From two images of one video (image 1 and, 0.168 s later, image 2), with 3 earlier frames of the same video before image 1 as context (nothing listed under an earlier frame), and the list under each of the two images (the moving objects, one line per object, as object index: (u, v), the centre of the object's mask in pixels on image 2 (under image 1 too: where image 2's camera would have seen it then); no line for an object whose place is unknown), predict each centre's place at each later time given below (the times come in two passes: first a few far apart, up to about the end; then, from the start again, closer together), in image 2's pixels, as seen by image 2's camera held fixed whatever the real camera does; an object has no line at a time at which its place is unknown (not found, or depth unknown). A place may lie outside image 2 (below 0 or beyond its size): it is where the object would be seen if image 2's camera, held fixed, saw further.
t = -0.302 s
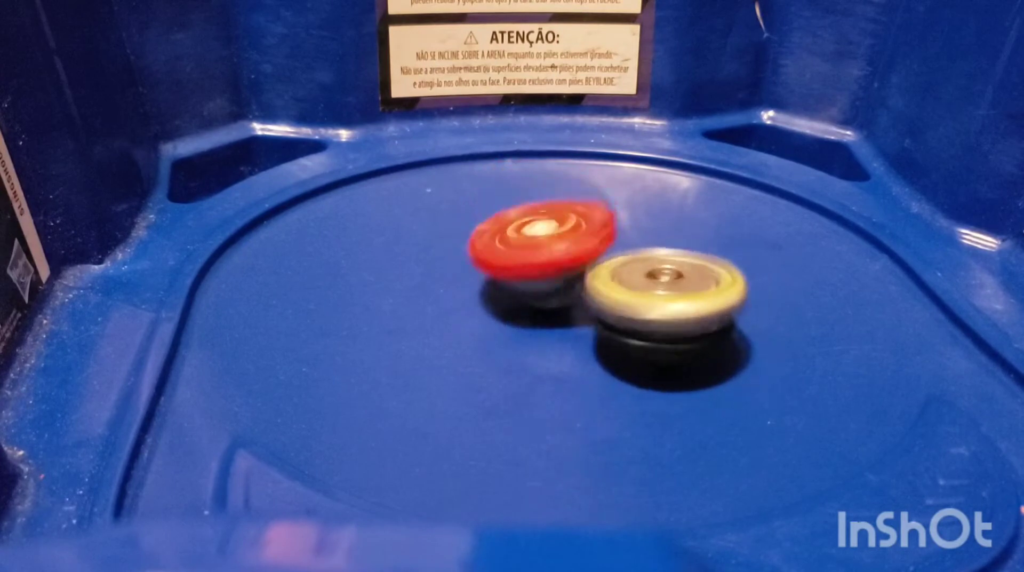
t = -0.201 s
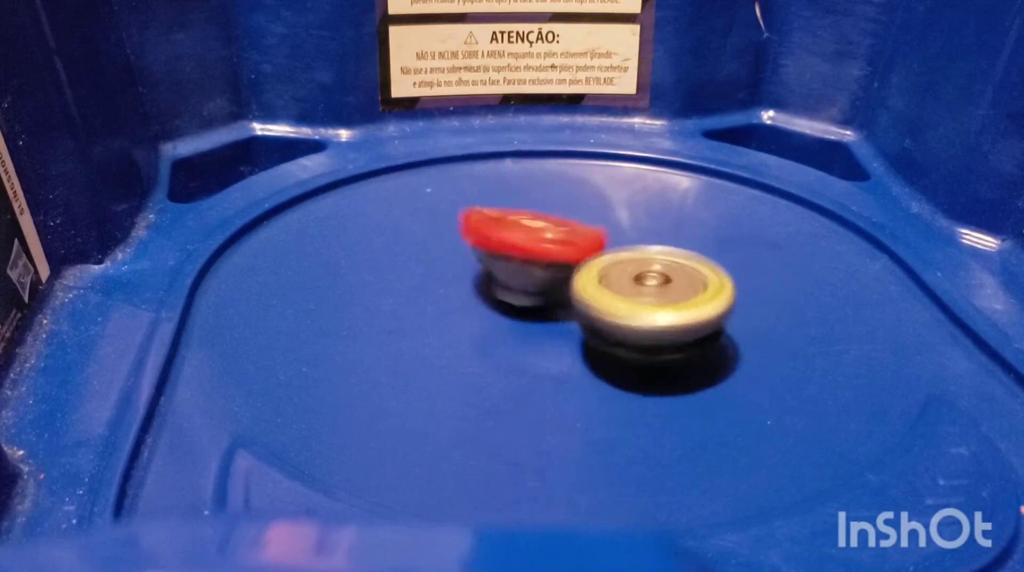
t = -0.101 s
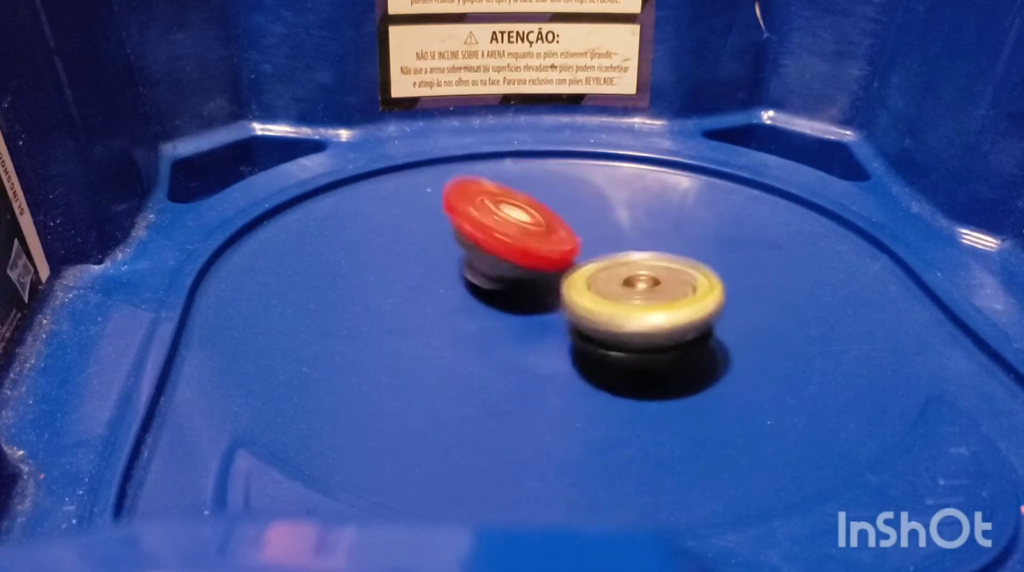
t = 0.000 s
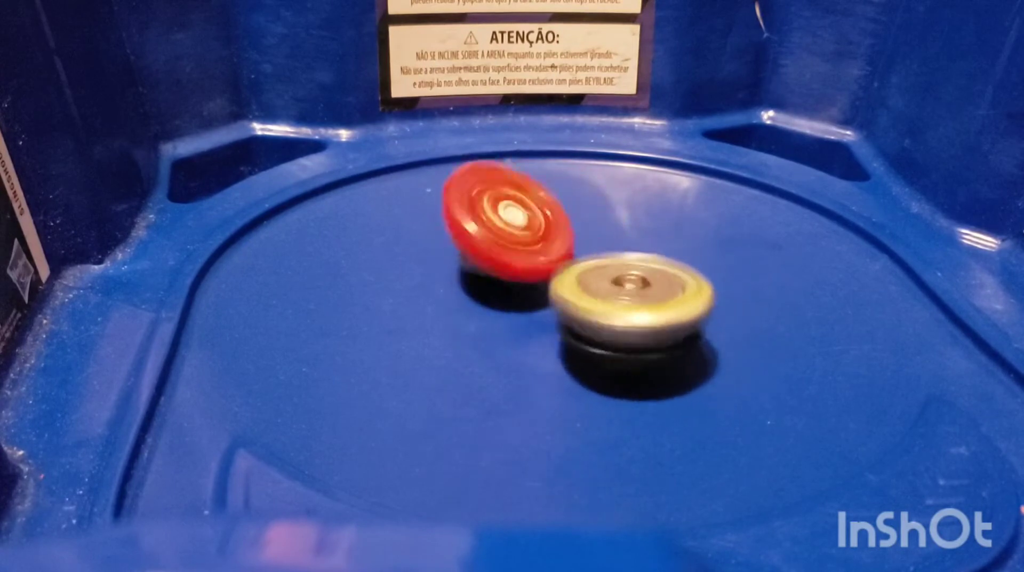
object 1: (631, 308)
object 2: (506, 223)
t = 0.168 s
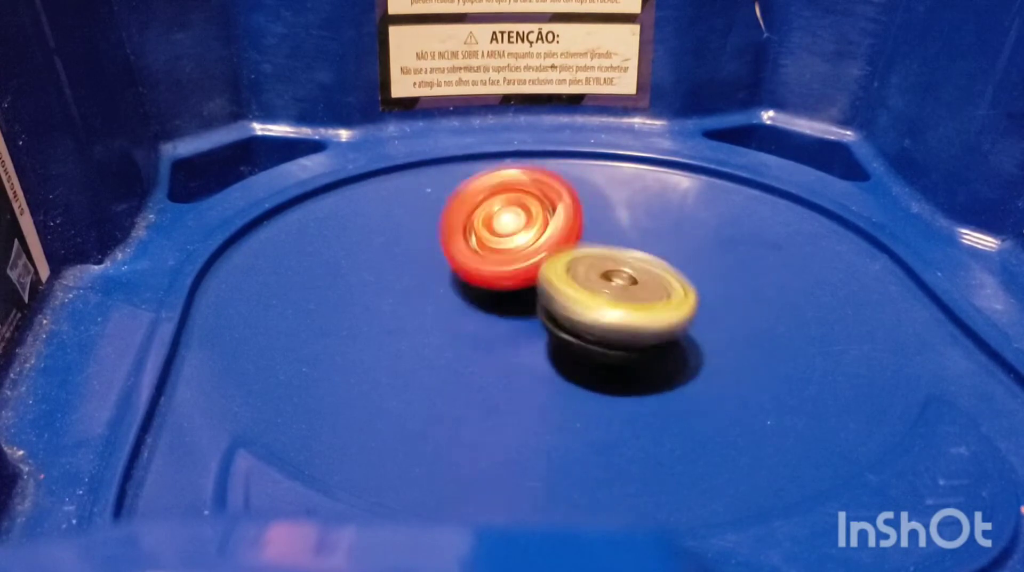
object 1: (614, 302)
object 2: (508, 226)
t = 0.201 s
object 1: (612, 302)
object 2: (511, 230)
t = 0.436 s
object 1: (621, 308)
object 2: (517, 252)
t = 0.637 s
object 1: (637, 316)
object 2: (515, 242)
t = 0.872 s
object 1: (641, 309)
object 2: (510, 256)
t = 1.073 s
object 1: (640, 301)
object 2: (498, 256)
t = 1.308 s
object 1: (653, 297)
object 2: (500, 236)
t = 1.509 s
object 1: (659, 296)
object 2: (525, 243)
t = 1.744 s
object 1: (656, 291)
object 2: (507, 255)
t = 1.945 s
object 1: (650, 281)
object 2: (501, 239)
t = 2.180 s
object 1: (657, 298)
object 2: (516, 244)
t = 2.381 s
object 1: (643, 312)
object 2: (513, 245)
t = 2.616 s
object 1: (642, 305)
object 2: (517, 232)
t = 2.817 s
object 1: (654, 302)
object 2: (553, 224)
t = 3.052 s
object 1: (645, 304)
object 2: (568, 230)
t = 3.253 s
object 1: (643, 319)
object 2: (566, 199)
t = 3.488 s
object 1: (650, 311)
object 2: (555, 209)
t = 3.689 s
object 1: (629, 309)
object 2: (551, 212)
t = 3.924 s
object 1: (629, 315)
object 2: (561, 209)
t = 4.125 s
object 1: (649, 306)
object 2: (558, 209)
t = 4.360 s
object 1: (648, 295)
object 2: (555, 209)
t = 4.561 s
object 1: (648, 294)
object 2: (557, 209)
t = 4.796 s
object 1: (649, 295)
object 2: (556, 209)
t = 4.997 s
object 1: (650, 294)
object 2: (557, 209)
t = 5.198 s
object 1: (650, 294)
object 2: (553, 210)
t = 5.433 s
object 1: (650, 294)
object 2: (555, 210)
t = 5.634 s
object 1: (650, 295)
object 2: (556, 210)
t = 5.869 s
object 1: (650, 295)
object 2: (555, 210)
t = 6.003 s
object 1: (649, 294)
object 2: (553, 210)
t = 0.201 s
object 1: (612, 302)
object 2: (511, 230)
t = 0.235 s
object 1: (611, 303)
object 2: (514, 233)
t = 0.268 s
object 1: (613, 303)
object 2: (518, 236)
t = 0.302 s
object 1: (617, 308)
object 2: (521, 239)
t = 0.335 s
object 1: (613, 312)
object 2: (521, 241)
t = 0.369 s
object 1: (615, 308)
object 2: (521, 245)
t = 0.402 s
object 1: (617, 309)
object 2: (519, 249)
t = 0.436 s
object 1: (621, 308)
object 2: (517, 252)
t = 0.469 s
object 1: (625, 309)
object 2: (515, 253)
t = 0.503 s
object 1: (627, 317)
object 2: (513, 252)
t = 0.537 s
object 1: (632, 318)
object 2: (512, 250)
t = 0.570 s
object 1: (634, 310)
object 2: (513, 245)
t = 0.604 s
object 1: (638, 311)
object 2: (515, 243)
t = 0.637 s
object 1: (637, 316)
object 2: (515, 242)
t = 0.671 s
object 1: (642, 310)
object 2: (513, 244)
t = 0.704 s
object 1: (640, 309)
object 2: (511, 245)
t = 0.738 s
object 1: (643, 309)
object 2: (508, 246)
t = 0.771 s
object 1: (641, 308)
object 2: (508, 246)
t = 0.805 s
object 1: (643, 306)
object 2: (509, 248)
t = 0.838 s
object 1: (640, 305)
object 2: (509, 253)
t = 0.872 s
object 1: (641, 309)
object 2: (510, 256)
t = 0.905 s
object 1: (638, 309)
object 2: (511, 259)
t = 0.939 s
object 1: (639, 299)
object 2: (509, 261)
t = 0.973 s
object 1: (637, 298)
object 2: (507, 262)
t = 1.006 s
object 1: (634, 302)
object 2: (504, 262)
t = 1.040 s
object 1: (637, 301)
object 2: (501, 261)
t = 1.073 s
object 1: (640, 301)
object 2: (498, 256)
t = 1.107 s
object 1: (644, 295)
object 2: (491, 247)
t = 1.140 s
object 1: (643, 301)
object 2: (490, 243)
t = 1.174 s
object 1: (648, 294)
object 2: (489, 239)
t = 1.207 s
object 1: (646, 300)
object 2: (493, 237)
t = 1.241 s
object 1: (650, 299)
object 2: (496, 235)
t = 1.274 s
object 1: (650, 299)
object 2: (498, 237)
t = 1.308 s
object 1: (653, 297)
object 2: (500, 236)
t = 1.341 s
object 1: (653, 298)
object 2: (503, 239)
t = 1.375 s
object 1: (654, 296)
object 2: (508, 239)
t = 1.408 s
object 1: (655, 296)
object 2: (513, 243)
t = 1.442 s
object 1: (656, 296)
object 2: (520, 242)
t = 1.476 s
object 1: (660, 295)
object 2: (525, 242)
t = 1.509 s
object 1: (659, 296)
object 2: (525, 243)
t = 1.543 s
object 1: (662, 296)
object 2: (525, 251)
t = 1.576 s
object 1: (661, 288)
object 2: (524, 254)
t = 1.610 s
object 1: (661, 294)
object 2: (523, 257)
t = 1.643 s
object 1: (659, 294)
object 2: (520, 258)
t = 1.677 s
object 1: (658, 292)
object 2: (517, 258)
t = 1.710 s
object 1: (657, 292)
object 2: (512, 257)
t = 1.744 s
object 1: (656, 291)
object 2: (507, 255)
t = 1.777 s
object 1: (658, 292)
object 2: (501, 252)
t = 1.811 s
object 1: (655, 292)
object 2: (496, 249)
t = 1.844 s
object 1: (656, 291)
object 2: (494, 245)
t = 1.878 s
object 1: (652, 292)
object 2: (494, 242)
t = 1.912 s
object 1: (651, 290)
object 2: (499, 238)
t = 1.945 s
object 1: (650, 281)
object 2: (501, 239)
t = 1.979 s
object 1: (646, 289)
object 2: (500, 239)
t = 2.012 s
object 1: (646, 288)
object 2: (503, 239)
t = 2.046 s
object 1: (645, 287)
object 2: (504, 242)
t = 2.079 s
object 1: (650, 290)
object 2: (501, 243)
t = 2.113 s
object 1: (653, 294)
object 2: (497, 242)
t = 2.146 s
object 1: (654, 295)
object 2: (504, 244)
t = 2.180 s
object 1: (657, 298)
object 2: (516, 244)
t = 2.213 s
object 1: (655, 300)
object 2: (524, 245)
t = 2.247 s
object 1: (656, 301)
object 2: (528, 246)
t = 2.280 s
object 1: (656, 304)
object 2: (526, 246)
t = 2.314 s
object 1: (656, 308)
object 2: (519, 246)
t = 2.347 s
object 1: (651, 309)
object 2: (512, 244)
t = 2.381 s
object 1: (643, 312)
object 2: (513, 245)
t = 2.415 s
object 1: (639, 312)
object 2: (513, 244)
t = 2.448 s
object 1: (635, 312)
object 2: (515, 235)
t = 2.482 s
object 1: (631, 311)
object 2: (520, 232)
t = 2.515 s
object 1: (634, 309)
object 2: (517, 235)
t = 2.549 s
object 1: (633, 306)
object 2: (512, 233)
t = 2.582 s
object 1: (635, 304)
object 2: (511, 230)
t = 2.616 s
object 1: (642, 305)
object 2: (517, 232)
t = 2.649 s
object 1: (645, 305)
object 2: (528, 234)
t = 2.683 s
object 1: (652, 304)
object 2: (536, 234)
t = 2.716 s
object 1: (652, 300)
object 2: (539, 234)
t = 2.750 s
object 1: (656, 305)
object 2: (541, 235)
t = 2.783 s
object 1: (657, 304)
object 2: (547, 231)
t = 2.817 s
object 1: (654, 302)
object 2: (553, 224)
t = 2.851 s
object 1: (653, 299)
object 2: (553, 223)
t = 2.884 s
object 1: (653, 300)
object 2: (550, 226)
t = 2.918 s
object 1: (647, 299)
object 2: (548, 226)
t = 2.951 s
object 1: (645, 302)
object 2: (551, 230)
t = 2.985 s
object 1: (644, 304)
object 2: (561, 233)
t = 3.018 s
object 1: (643, 303)
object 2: (564, 234)
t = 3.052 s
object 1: (645, 304)
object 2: (568, 230)
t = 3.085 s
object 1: (645, 310)
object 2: (568, 227)
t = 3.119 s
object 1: (645, 319)
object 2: (566, 223)
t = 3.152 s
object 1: (648, 322)
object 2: (567, 216)
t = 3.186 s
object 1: (647, 318)
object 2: (567, 209)
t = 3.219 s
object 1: (643, 316)
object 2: (566, 203)
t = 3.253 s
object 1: (643, 319)
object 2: (566, 199)
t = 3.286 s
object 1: (648, 316)
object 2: (568, 198)
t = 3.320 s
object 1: (650, 313)
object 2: (569, 197)
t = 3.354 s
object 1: (651, 314)
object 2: (568, 200)
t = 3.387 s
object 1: (654, 315)
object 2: (566, 203)
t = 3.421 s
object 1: (653, 309)
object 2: (562, 205)
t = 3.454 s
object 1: (652, 308)
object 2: (558, 207)
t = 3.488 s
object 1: (650, 311)
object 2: (555, 209)
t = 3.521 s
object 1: (647, 313)
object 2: (553, 211)
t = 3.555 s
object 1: (642, 313)
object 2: (552, 211)
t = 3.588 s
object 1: (636, 310)
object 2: (552, 212)
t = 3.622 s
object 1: (633, 312)
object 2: (552, 212)
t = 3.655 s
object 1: (631, 312)
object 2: (551, 212)
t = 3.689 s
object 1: (629, 309)
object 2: (551, 212)
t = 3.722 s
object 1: (627, 313)
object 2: (552, 212)
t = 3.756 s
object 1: (627, 315)
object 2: (553, 212)
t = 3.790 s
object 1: (627, 316)
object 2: (553, 212)
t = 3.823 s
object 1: (624, 317)
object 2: (555, 212)
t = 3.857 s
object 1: (623, 317)
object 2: (557, 212)
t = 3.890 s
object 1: (623, 316)
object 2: (560, 210)
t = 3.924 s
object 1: (629, 315)
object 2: (561, 209)
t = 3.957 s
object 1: (631, 313)
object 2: (563, 208)
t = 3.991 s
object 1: (635, 311)
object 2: (563, 208)
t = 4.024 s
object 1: (639, 309)
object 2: (562, 208)
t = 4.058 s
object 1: (642, 307)
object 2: (561, 208)
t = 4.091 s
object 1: (644, 306)
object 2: (560, 209)
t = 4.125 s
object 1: (649, 306)
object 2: (558, 209)
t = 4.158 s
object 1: (652, 307)
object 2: (557, 211)
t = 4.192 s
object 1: (658, 303)
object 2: (555, 211)
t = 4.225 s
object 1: (660, 300)
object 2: (553, 212)
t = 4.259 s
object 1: (660, 296)
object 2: (553, 211)
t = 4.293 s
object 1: (657, 296)
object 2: (551, 211)
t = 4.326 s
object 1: (653, 295)
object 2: (554, 210)
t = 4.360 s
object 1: (648, 295)
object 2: (555, 209)
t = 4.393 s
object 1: (645, 294)
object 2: (557, 209)
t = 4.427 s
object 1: (646, 293)
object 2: (558, 209)
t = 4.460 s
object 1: (650, 295)
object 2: (559, 209)
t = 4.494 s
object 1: (651, 294)
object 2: (559, 209)
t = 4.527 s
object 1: (650, 294)
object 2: (558, 209)
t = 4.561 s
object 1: (648, 294)
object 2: (557, 209)
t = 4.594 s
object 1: (649, 294)
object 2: (556, 209)
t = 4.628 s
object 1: (650, 295)
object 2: (554, 210)
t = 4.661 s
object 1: (649, 295)
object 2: (553, 210)
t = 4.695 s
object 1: (649, 295)
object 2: (552, 210)
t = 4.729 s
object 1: (649, 295)
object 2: (551, 210)
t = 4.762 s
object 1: (649, 295)
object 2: (554, 210)
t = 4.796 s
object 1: (649, 295)
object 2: (556, 209)
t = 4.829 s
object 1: (650, 295)
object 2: (557, 209)
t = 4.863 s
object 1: (650, 295)
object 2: (557, 209)
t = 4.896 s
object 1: (650, 295)
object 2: (558, 209)
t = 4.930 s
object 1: (650, 295)
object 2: (558, 209)
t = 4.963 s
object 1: (650, 295)
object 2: (558, 209)
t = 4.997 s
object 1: (650, 294)
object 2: (557, 209)
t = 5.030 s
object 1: (650, 294)
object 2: (557, 209)
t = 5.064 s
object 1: (650, 294)
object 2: (556, 210)
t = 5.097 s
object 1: (650, 294)
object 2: (554, 210)
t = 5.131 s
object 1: (650, 294)
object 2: (551, 210)
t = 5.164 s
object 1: (650, 294)
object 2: (552, 210)
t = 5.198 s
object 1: (650, 294)
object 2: (553, 210)
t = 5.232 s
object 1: (650, 294)
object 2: (554, 210)
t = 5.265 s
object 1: (650, 294)
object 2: (556, 209)
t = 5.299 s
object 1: (650, 294)
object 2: (556, 209)
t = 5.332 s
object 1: (650, 294)
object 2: (557, 209)
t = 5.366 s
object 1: (650, 295)
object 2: (556, 209)
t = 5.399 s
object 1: (650, 295)
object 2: (556, 209)
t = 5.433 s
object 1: (650, 294)
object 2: (555, 210)
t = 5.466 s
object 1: (650, 295)
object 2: (554, 210)
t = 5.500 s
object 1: (650, 294)
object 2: (551, 210)
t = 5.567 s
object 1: (650, 295)
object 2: (554, 210)
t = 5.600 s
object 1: (650, 295)
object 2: (555, 210)
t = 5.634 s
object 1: (650, 295)
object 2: (556, 210)
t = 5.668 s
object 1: (650, 295)
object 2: (556, 210)
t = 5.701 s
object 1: (650, 295)
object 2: (555, 210)
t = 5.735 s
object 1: (650, 294)
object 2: (554, 210)
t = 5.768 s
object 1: (650, 294)
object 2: (553, 210)
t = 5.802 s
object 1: (650, 294)
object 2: (551, 210)
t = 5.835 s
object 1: (650, 294)
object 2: (554, 210)
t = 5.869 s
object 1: (650, 295)
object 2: (555, 210)
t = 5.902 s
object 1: (650, 294)
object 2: (555, 210)
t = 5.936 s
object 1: (650, 295)
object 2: (555, 210)
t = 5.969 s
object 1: (649, 294)
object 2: (554, 210)
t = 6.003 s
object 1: (649, 294)
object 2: (553, 210)
